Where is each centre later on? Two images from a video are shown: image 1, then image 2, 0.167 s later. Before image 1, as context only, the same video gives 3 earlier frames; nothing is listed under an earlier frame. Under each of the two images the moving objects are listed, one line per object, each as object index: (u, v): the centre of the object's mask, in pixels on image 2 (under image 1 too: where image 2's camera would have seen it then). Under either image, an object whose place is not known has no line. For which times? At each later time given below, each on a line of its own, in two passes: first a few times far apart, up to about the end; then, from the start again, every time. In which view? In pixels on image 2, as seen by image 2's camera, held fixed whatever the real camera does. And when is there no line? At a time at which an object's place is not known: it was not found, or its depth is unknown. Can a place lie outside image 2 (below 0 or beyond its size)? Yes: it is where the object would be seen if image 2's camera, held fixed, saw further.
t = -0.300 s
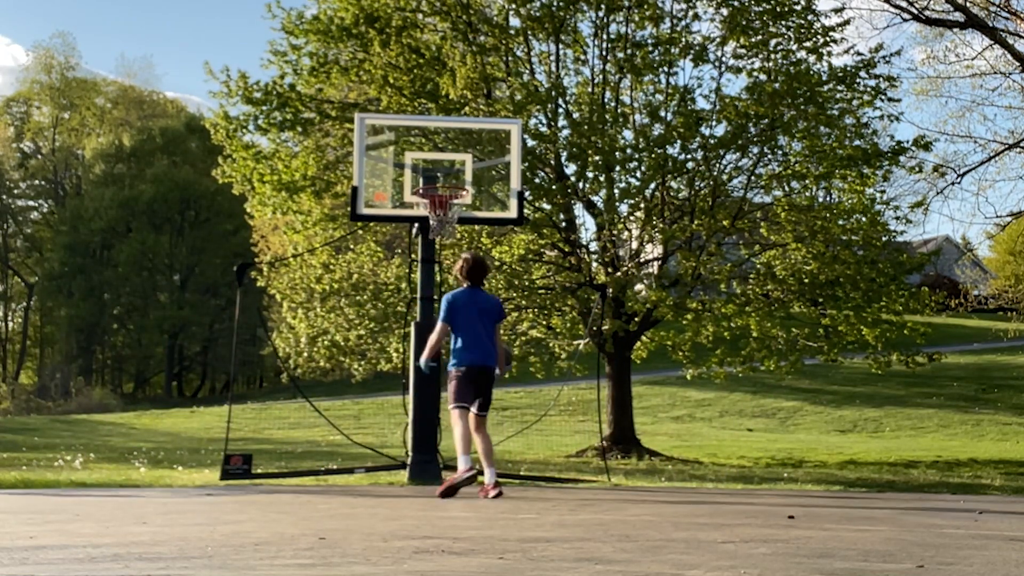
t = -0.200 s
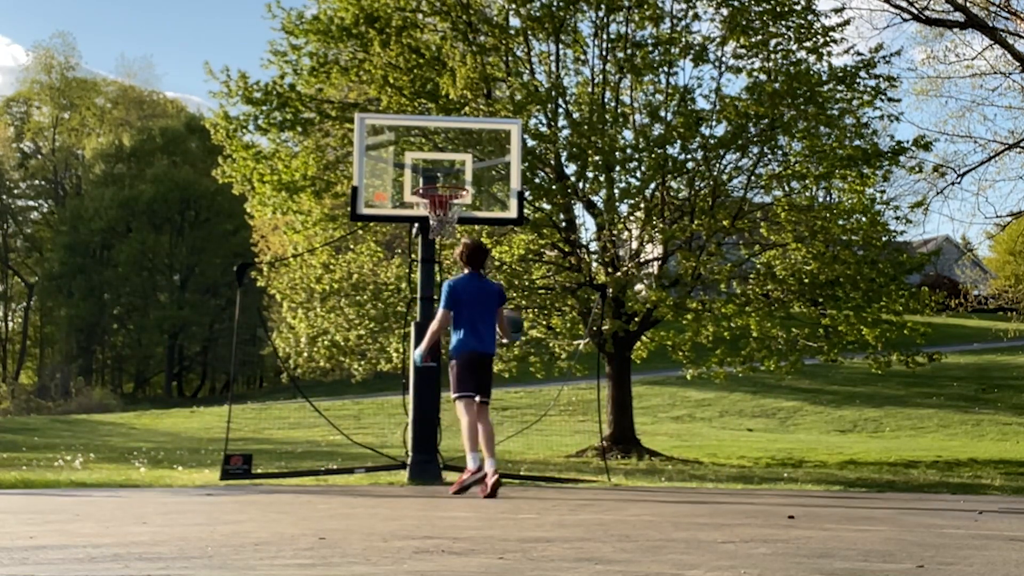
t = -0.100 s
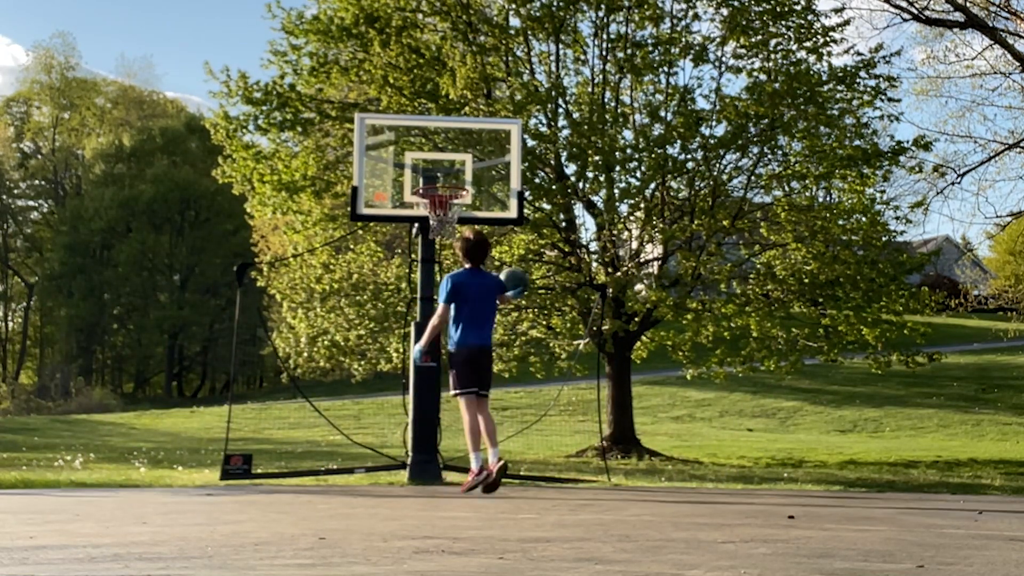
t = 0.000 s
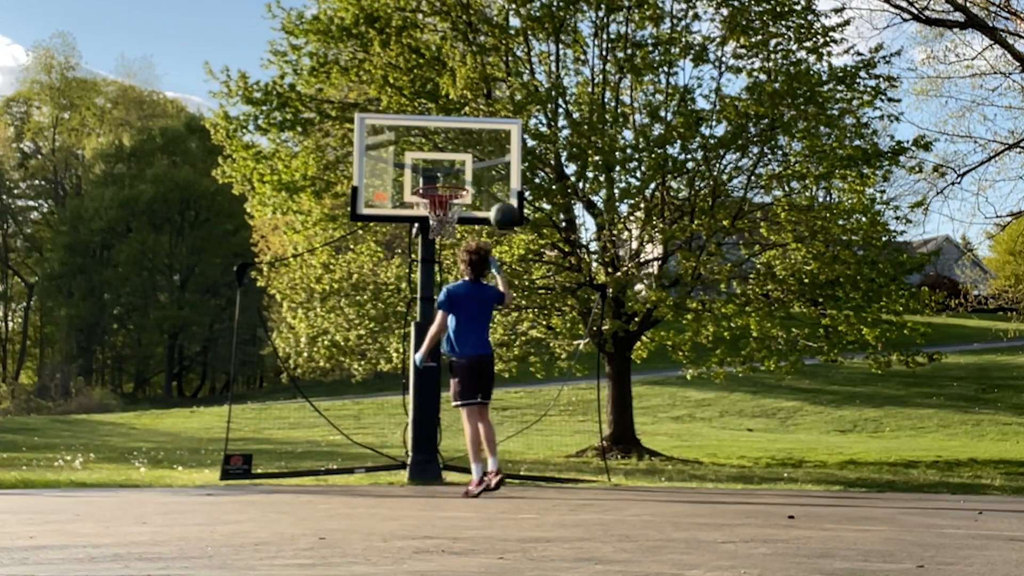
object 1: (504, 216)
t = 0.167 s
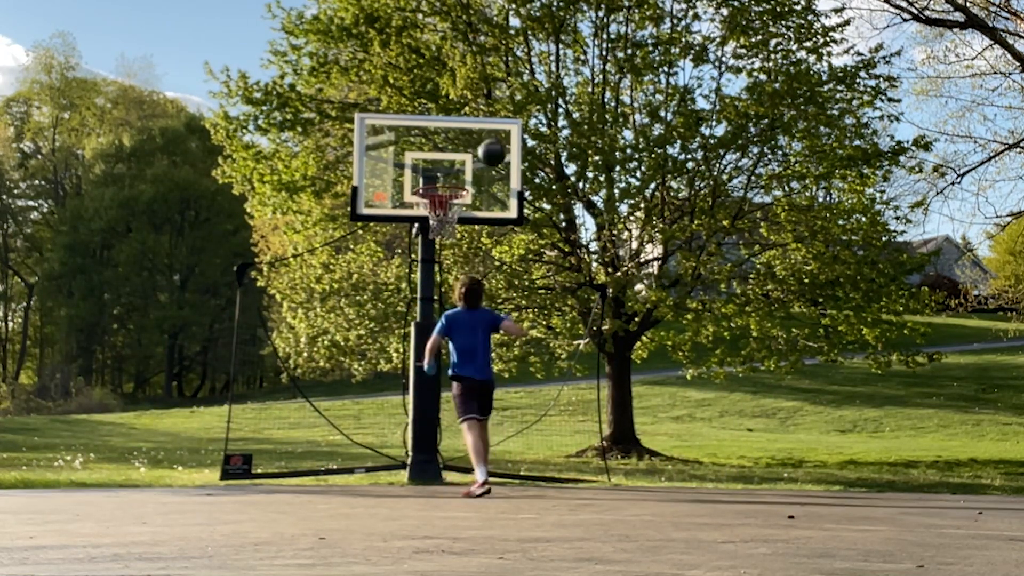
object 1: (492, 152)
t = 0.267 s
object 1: (485, 132)
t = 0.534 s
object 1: (468, 128)
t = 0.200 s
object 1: (490, 145)
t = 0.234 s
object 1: (488, 138)
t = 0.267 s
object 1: (485, 132)
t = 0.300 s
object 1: (483, 129)
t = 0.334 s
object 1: (481, 124)
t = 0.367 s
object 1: (478, 123)
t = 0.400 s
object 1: (476, 123)
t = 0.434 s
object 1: (474, 123)
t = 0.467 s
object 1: (472, 125)
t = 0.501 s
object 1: (470, 127)
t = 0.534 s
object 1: (468, 128)
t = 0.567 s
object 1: (467, 127)
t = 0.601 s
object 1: (465, 126)
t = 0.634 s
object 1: (465, 126)
